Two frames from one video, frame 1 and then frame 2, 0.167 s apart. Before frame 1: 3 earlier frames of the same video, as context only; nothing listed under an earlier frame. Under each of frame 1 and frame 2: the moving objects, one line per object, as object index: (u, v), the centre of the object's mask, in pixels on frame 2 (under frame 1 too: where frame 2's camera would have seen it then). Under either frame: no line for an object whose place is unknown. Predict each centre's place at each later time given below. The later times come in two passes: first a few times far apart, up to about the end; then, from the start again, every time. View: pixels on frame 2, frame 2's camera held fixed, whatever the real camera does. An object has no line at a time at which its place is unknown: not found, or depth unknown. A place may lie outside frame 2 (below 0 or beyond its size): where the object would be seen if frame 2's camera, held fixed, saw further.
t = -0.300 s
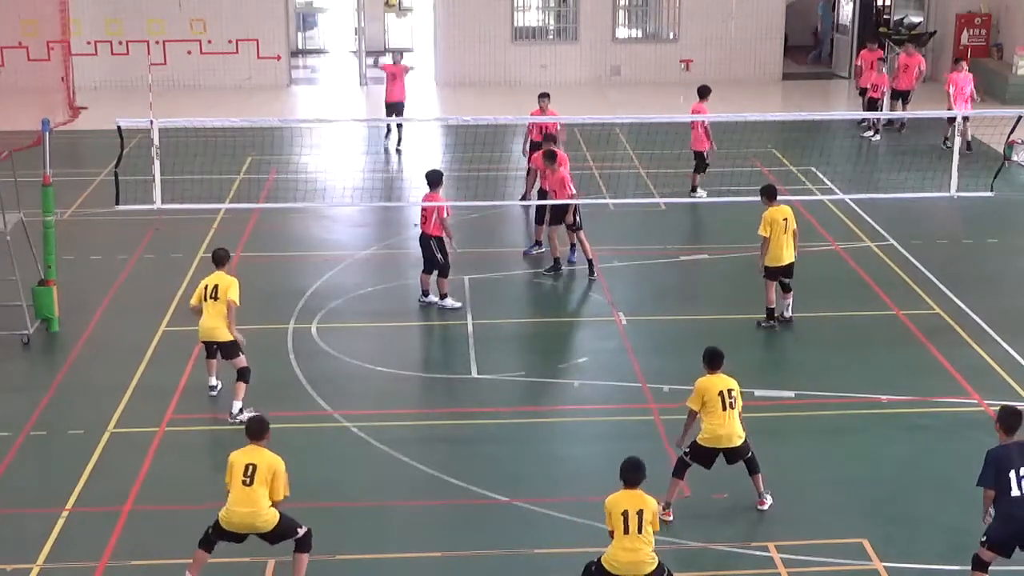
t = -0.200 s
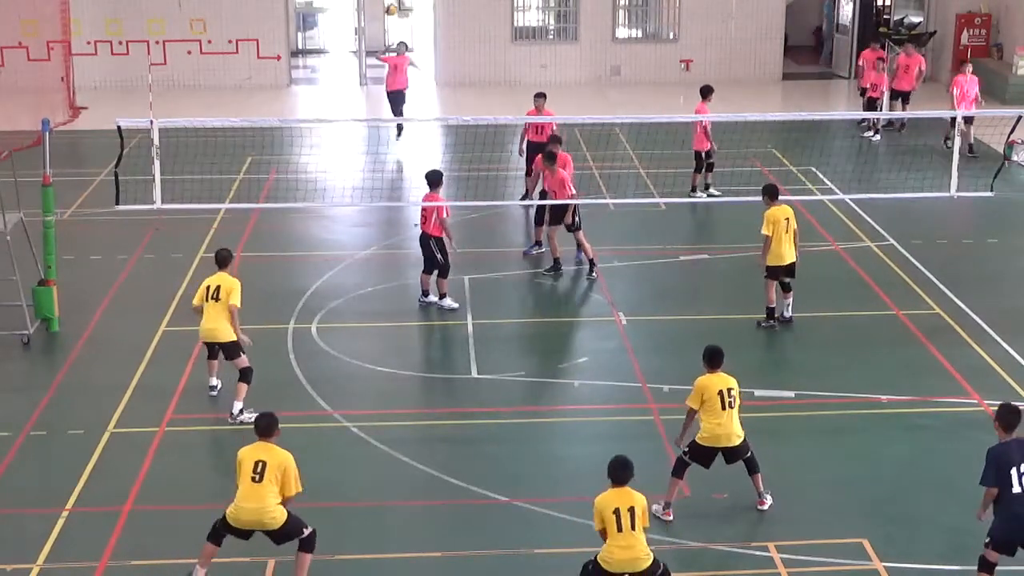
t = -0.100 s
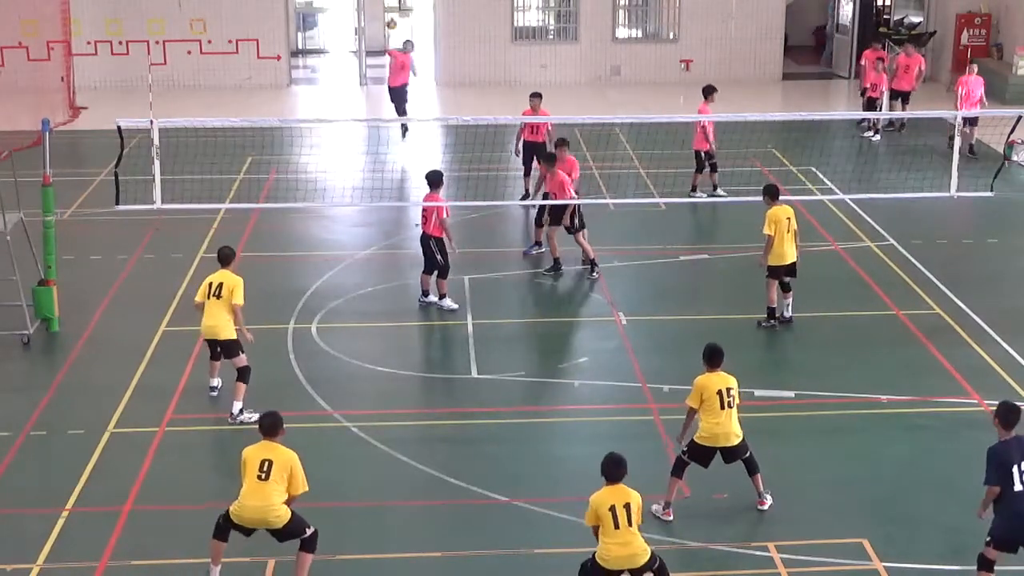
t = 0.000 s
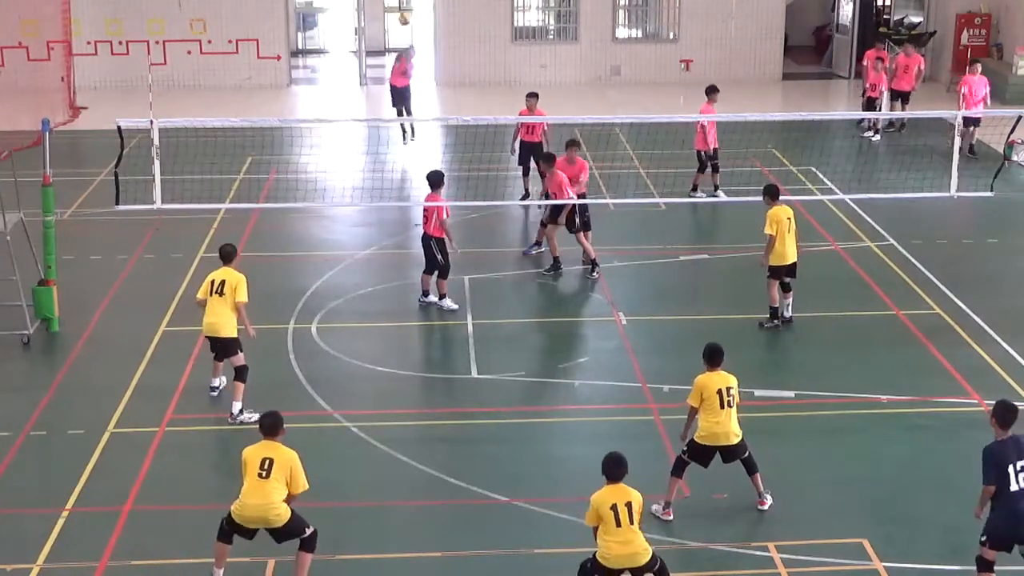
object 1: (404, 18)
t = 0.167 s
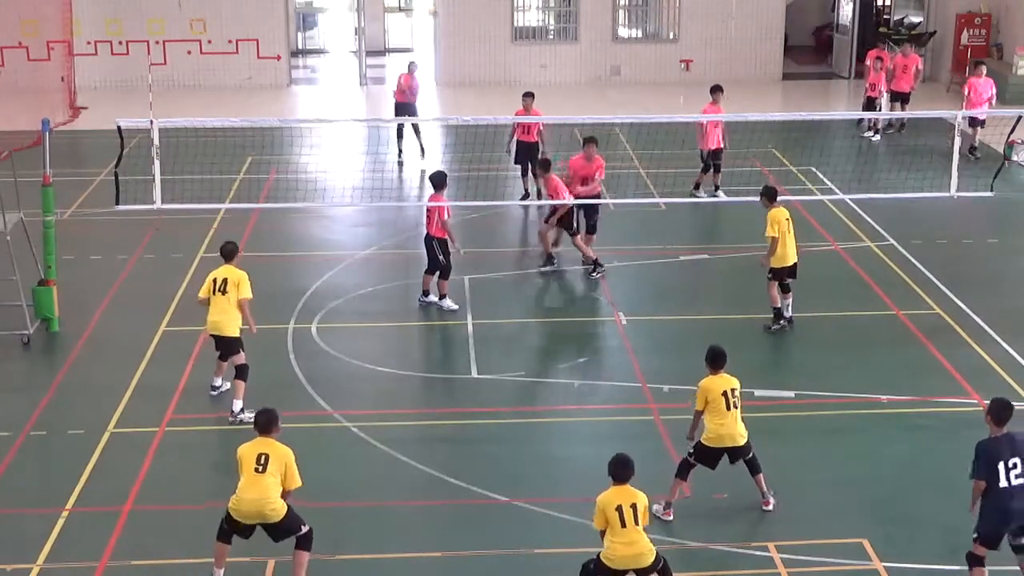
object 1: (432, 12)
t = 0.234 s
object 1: (443, 13)
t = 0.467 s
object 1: (494, 46)
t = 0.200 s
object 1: (439, 12)
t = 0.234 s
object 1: (443, 13)
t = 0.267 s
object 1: (450, 14)
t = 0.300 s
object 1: (457, 17)
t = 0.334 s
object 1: (464, 21)
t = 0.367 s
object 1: (471, 26)
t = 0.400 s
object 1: (478, 31)
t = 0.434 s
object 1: (486, 37)
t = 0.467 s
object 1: (494, 46)
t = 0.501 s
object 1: (501, 54)
